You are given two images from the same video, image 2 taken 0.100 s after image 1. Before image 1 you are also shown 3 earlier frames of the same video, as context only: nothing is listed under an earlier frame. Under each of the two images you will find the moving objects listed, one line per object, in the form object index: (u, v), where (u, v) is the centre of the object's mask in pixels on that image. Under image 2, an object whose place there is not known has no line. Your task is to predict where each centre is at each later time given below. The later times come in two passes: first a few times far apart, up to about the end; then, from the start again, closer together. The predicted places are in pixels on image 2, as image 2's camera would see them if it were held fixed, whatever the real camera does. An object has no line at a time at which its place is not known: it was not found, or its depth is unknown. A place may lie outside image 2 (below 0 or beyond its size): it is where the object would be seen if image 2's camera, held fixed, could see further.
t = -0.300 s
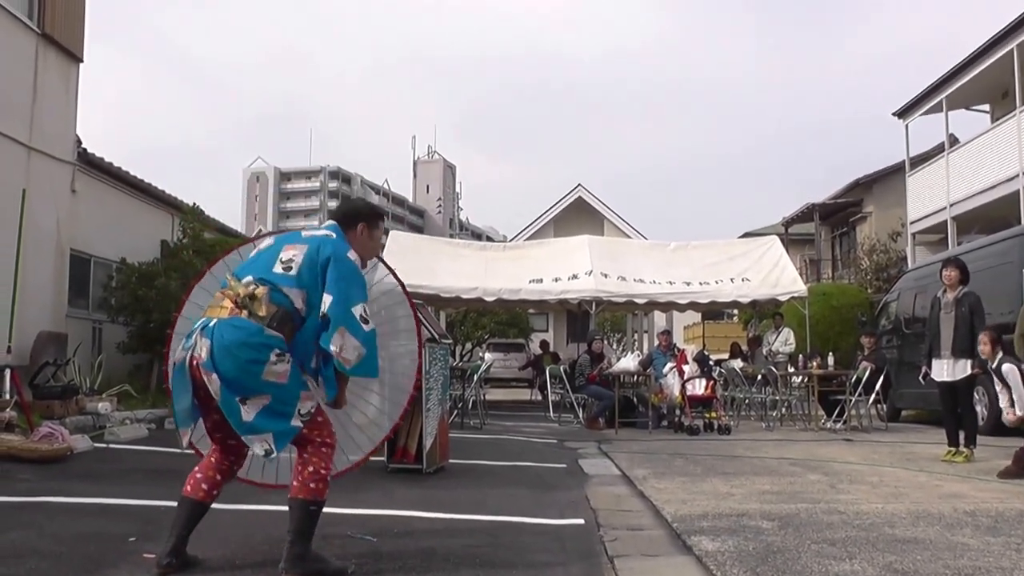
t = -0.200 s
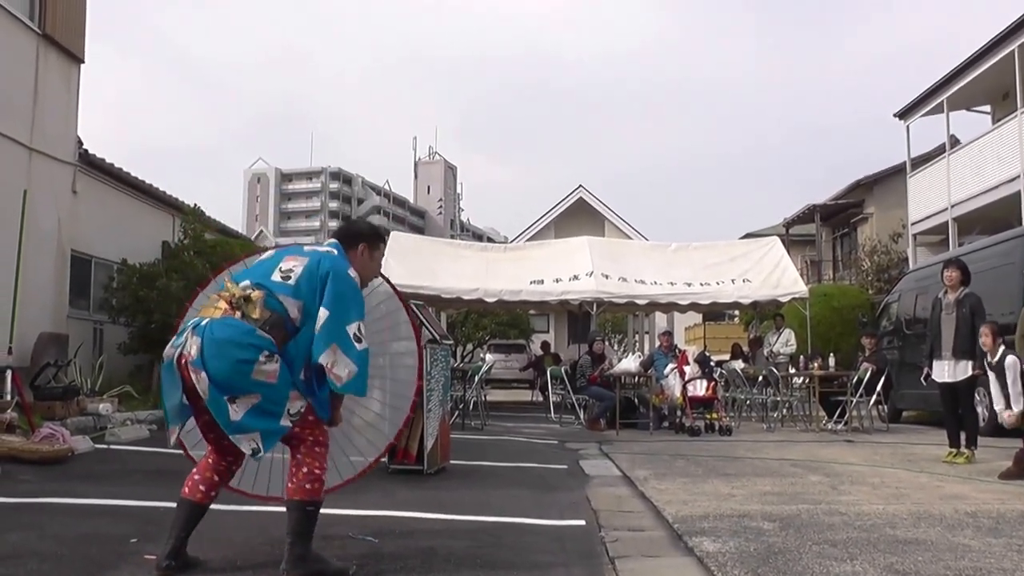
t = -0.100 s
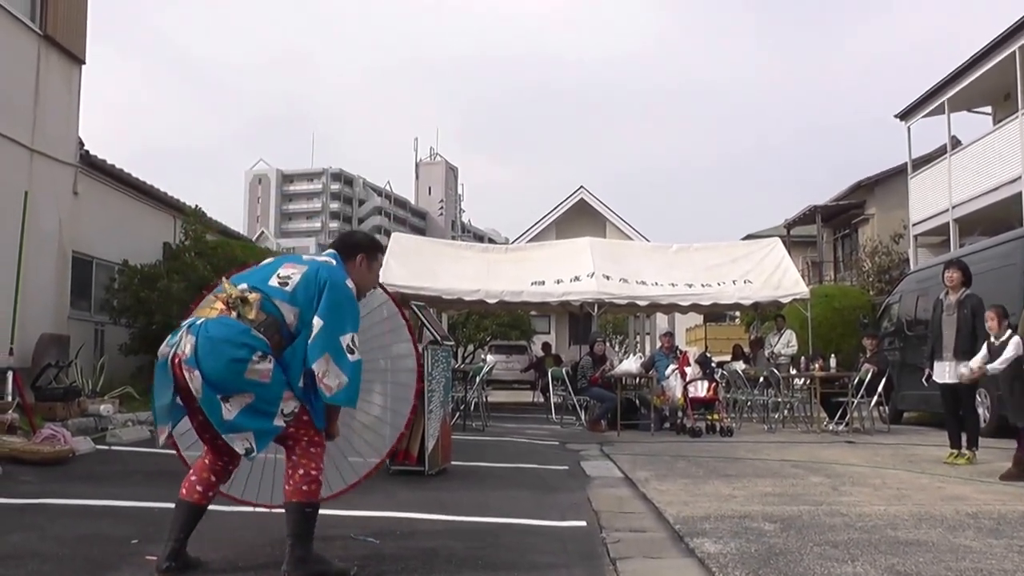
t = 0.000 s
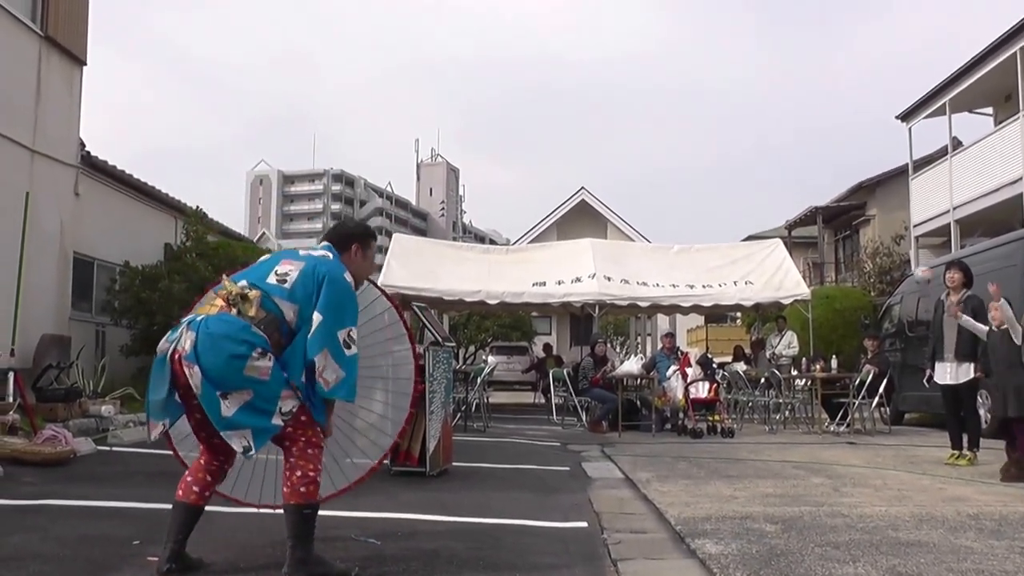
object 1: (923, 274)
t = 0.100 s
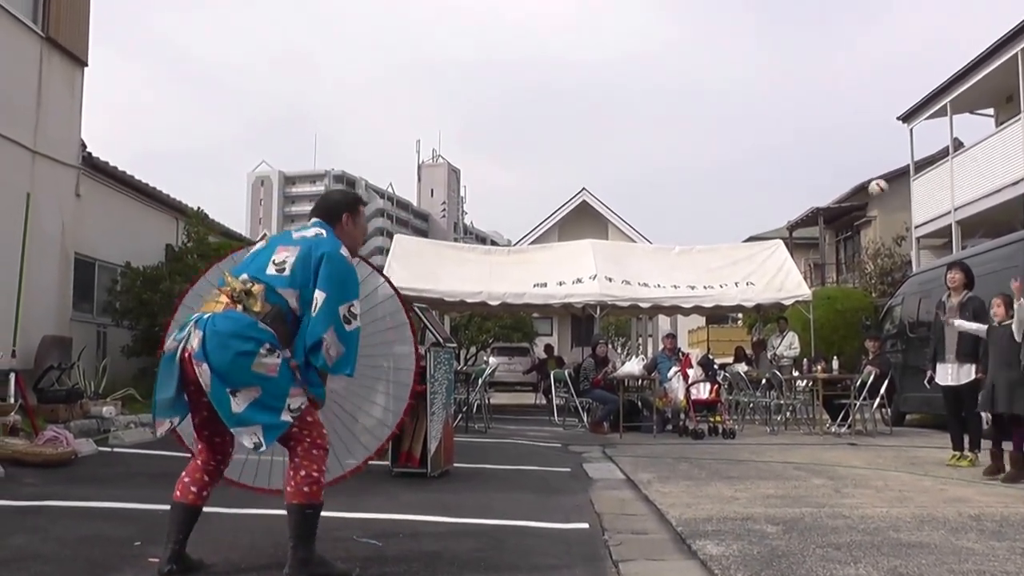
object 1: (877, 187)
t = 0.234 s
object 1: (814, 94)
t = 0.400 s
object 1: (726, 11)
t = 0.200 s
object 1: (830, 116)
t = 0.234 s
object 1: (814, 94)
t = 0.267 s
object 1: (796, 74)
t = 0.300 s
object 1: (779, 56)
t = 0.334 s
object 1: (762, 40)
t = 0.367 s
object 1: (744, 25)
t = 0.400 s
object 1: (726, 11)
